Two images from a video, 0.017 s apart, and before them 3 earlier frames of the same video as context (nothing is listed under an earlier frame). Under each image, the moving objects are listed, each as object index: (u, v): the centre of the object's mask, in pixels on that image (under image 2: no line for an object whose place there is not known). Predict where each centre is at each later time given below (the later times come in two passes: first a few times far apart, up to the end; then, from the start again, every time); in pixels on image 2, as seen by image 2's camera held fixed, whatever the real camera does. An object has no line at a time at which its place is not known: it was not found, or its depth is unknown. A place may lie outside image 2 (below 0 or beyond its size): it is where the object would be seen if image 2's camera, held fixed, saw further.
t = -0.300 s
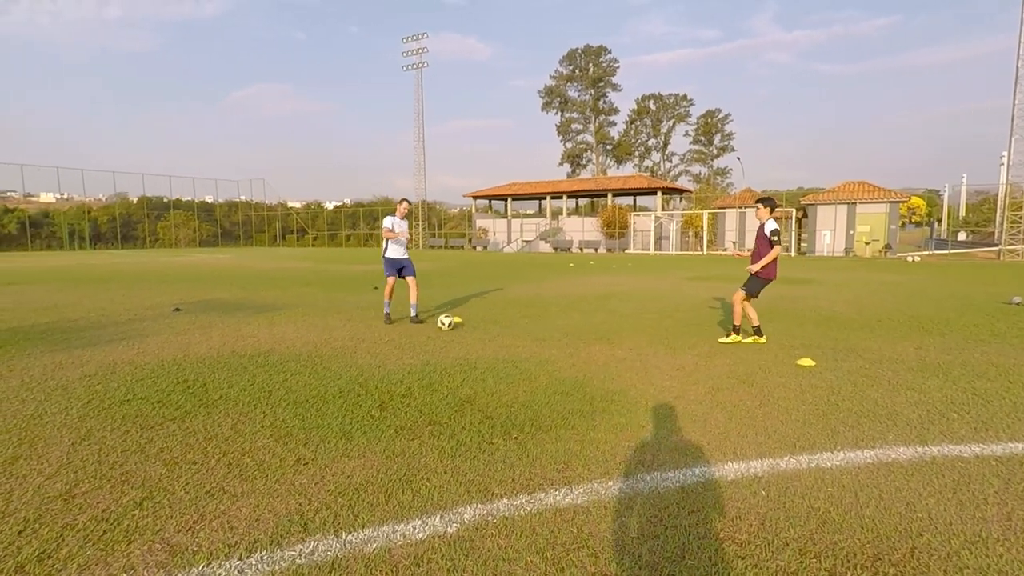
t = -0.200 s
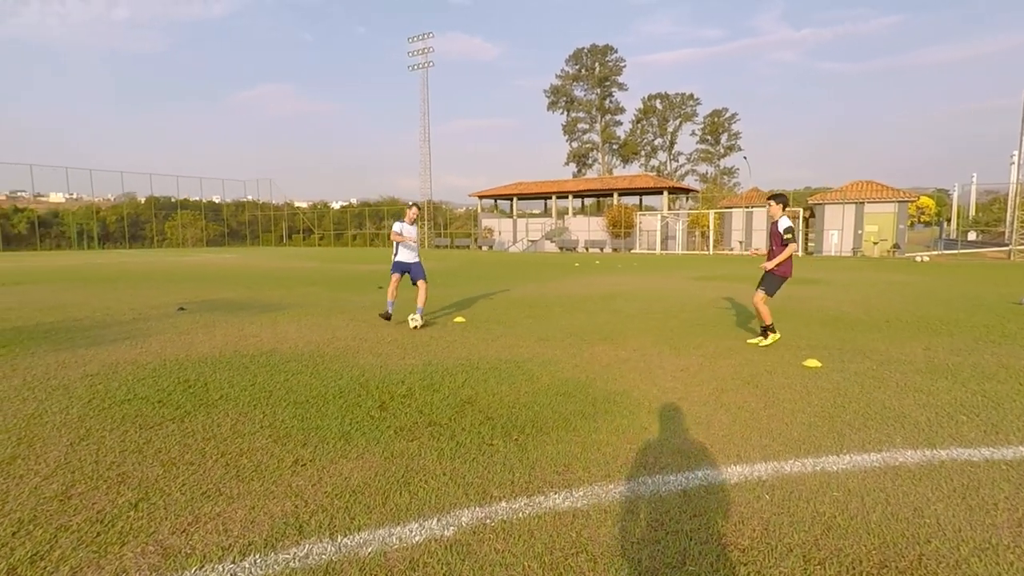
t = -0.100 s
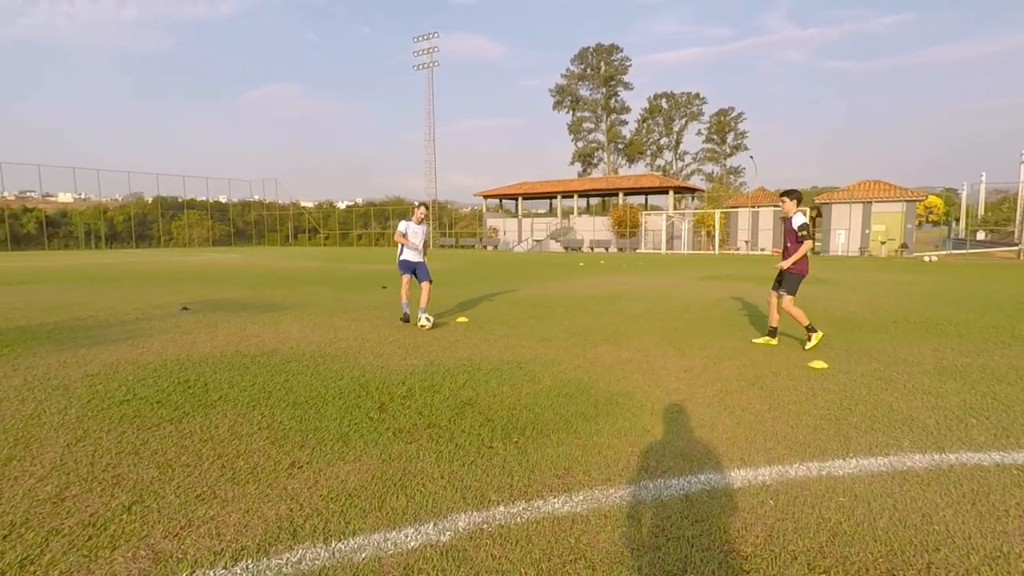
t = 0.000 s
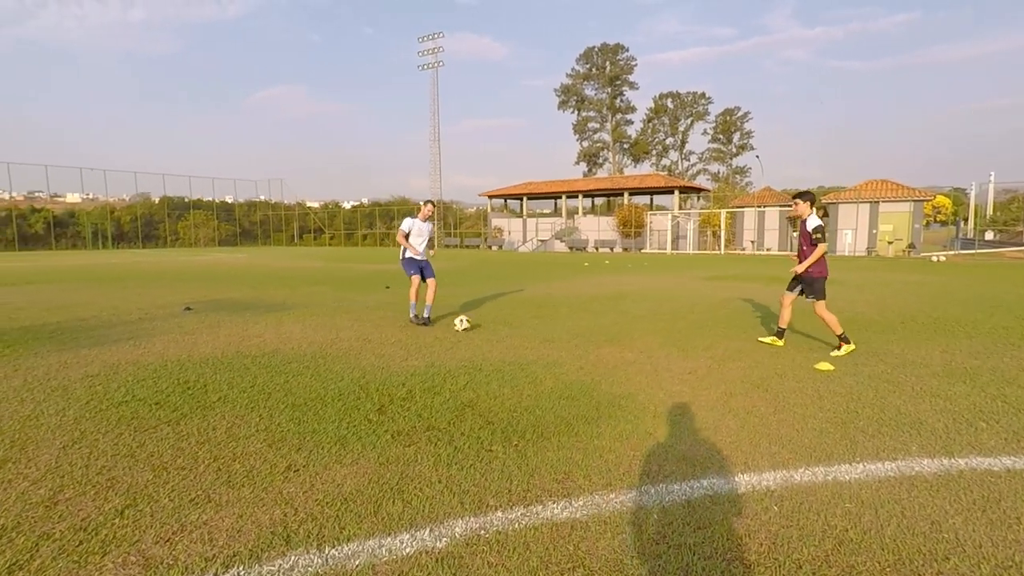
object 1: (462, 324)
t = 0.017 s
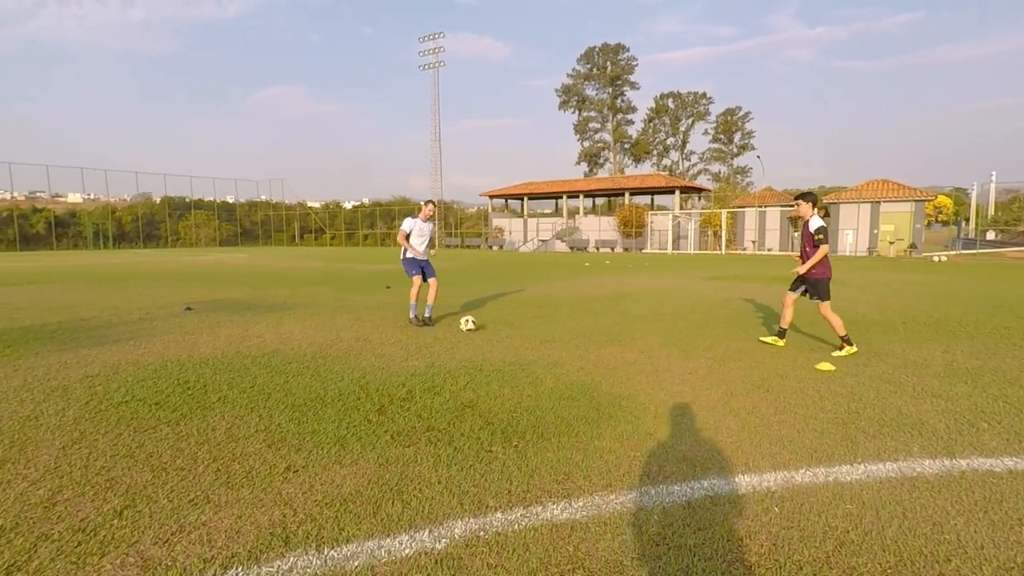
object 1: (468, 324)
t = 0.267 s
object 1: (540, 327)
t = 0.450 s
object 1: (584, 328)
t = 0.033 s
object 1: (473, 323)
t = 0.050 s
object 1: (478, 323)
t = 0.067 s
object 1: (483, 323)
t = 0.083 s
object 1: (488, 324)
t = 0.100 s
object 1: (493, 324)
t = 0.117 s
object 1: (498, 325)
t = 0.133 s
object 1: (503, 325)
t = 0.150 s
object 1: (508, 325)
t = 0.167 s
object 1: (513, 325)
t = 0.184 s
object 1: (517, 325)
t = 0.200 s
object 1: (522, 326)
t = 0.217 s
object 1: (526, 326)
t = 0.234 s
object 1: (531, 326)
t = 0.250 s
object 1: (536, 326)
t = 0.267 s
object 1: (540, 327)
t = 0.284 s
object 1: (544, 327)
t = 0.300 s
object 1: (548, 327)
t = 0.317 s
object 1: (552, 327)
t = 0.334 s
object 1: (556, 327)
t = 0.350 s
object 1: (560, 327)
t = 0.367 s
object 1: (564, 328)
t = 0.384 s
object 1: (568, 327)
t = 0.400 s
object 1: (572, 327)
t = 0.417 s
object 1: (575, 327)
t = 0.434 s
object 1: (579, 327)
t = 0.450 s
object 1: (584, 328)
